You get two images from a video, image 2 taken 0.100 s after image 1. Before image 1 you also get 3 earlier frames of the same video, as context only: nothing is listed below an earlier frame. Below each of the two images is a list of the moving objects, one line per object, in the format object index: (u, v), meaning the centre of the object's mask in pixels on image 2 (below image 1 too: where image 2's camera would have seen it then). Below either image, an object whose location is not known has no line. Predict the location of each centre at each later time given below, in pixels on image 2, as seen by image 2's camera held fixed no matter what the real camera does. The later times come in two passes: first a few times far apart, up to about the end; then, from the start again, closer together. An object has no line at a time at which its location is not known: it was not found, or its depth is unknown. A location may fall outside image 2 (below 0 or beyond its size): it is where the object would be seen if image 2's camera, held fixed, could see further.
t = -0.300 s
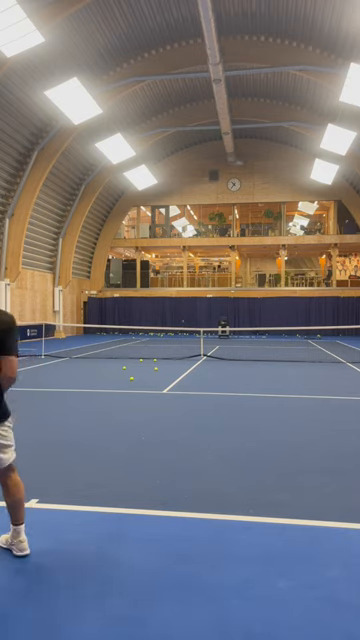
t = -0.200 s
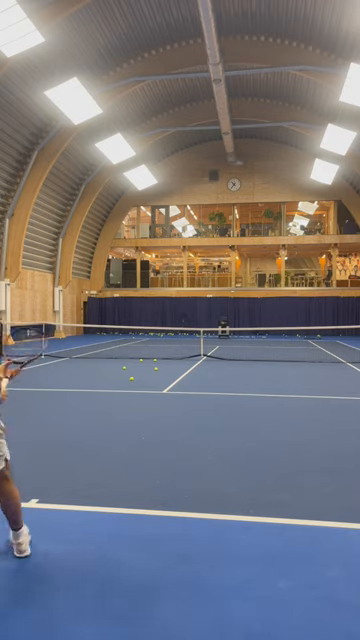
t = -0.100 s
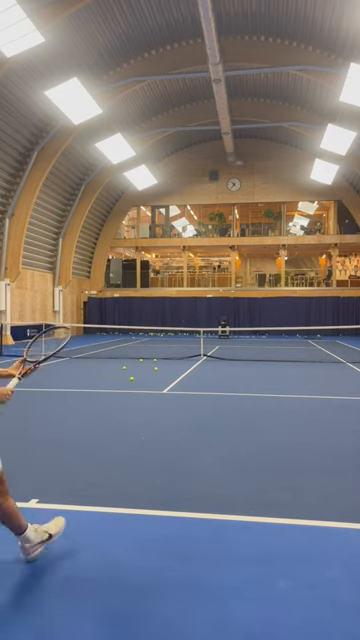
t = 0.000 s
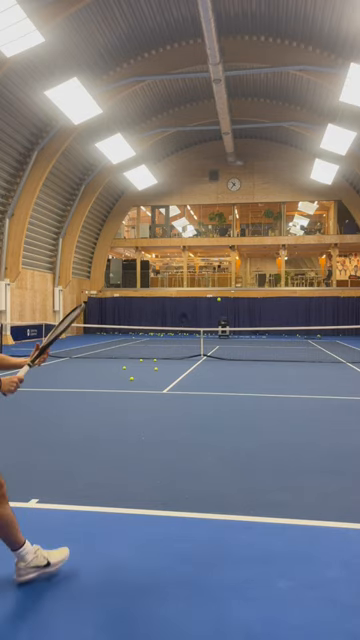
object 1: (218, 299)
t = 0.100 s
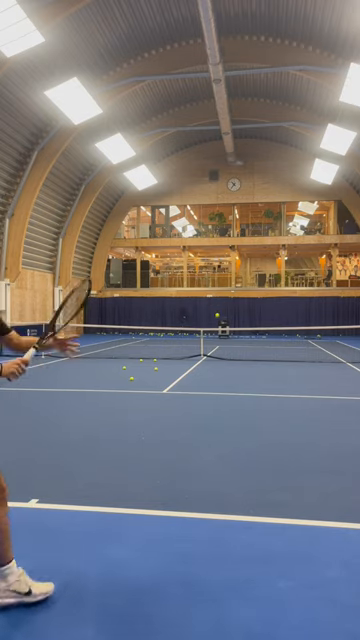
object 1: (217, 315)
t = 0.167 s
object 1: (215, 332)
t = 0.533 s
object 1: (204, 392)
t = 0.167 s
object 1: (215, 332)
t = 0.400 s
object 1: (207, 424)
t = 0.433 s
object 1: (207, 415)
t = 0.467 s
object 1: (206, 407)
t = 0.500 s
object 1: (204, 399)
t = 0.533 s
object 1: (204, 392)
